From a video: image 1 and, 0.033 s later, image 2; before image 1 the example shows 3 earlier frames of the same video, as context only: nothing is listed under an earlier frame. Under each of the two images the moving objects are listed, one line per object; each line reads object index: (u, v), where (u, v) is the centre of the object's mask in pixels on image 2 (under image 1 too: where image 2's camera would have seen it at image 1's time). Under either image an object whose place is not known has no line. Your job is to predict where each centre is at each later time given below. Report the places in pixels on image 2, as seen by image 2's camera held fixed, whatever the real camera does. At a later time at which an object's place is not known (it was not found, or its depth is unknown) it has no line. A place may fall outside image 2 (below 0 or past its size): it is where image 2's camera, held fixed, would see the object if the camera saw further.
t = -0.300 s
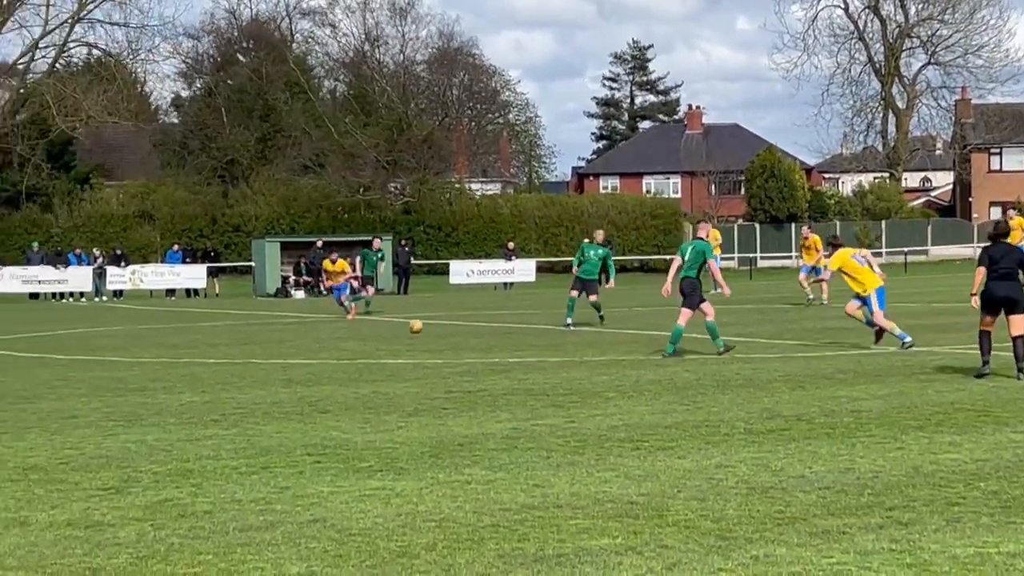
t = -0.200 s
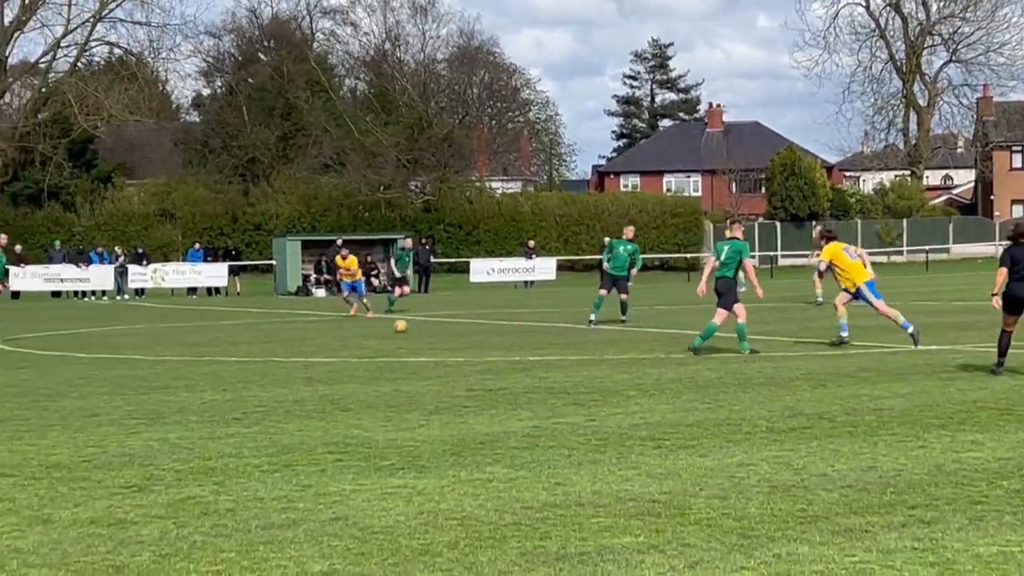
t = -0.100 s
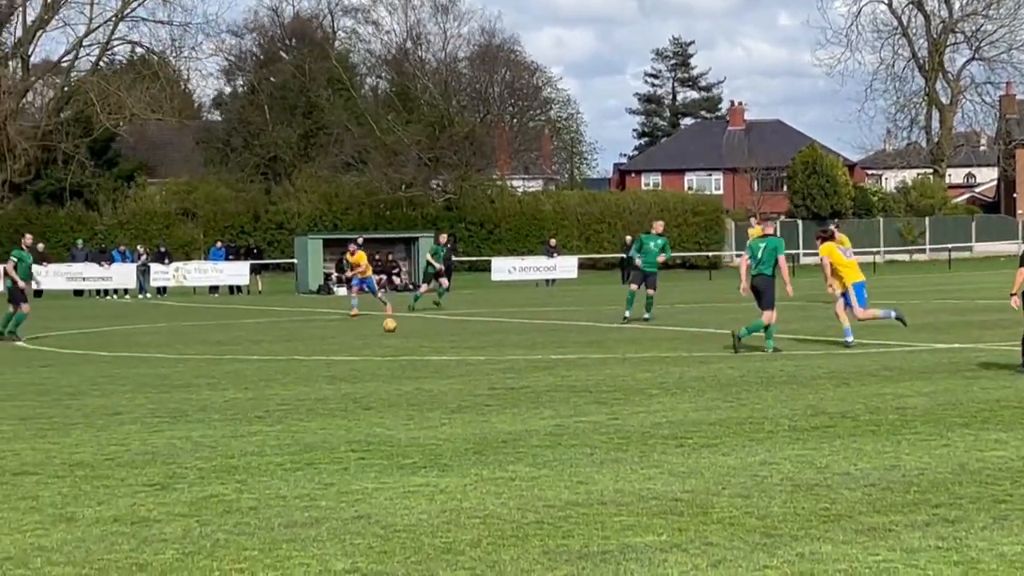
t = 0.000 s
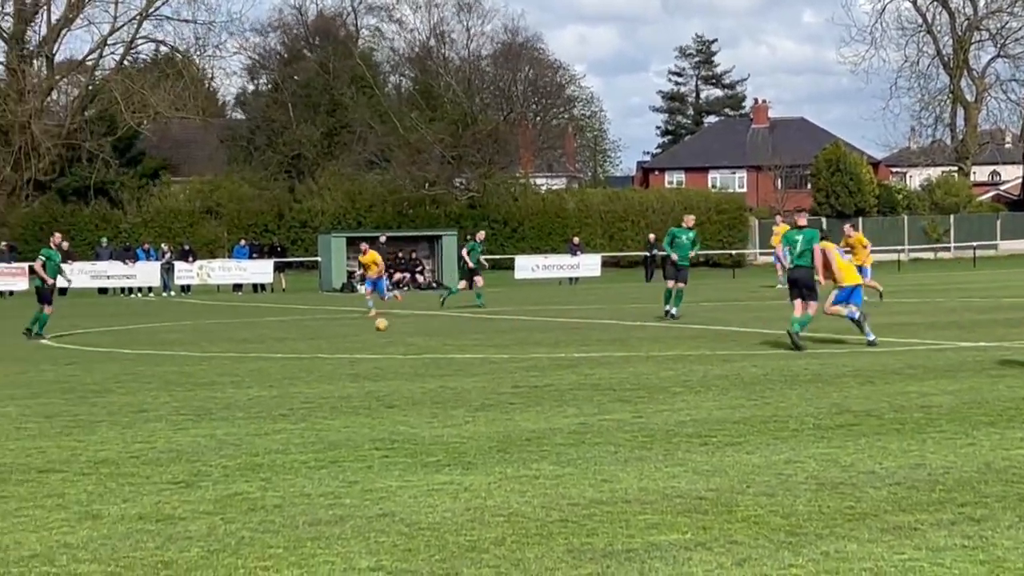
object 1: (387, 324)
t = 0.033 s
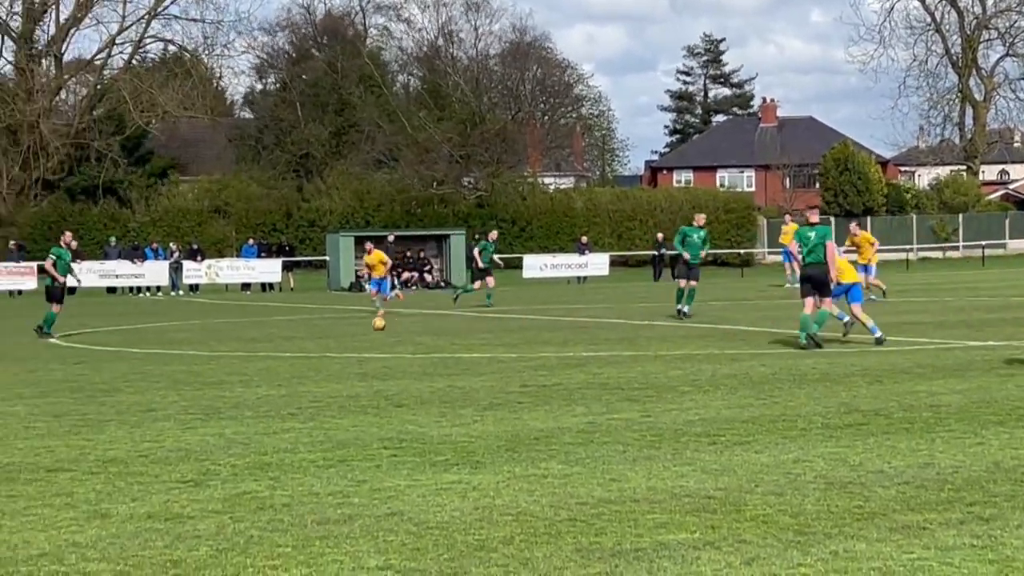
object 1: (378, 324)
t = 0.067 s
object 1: (370, 324)
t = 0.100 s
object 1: (361, 324)
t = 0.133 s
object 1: (352, 324)
